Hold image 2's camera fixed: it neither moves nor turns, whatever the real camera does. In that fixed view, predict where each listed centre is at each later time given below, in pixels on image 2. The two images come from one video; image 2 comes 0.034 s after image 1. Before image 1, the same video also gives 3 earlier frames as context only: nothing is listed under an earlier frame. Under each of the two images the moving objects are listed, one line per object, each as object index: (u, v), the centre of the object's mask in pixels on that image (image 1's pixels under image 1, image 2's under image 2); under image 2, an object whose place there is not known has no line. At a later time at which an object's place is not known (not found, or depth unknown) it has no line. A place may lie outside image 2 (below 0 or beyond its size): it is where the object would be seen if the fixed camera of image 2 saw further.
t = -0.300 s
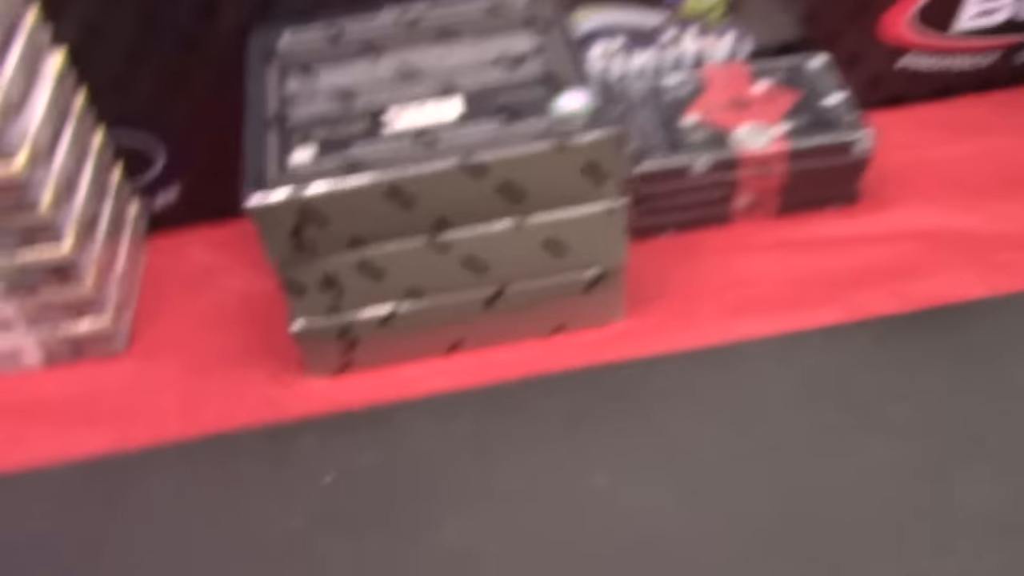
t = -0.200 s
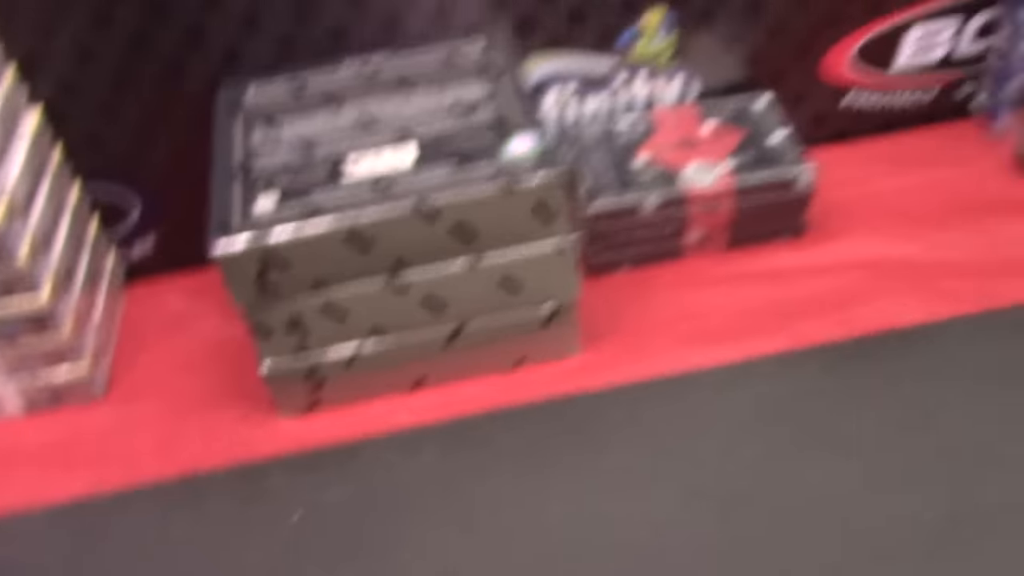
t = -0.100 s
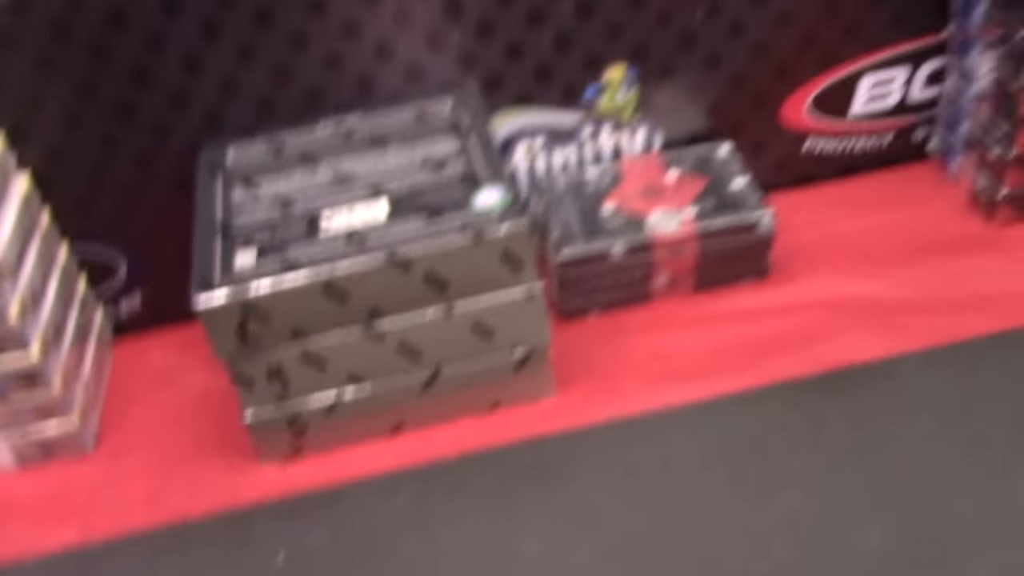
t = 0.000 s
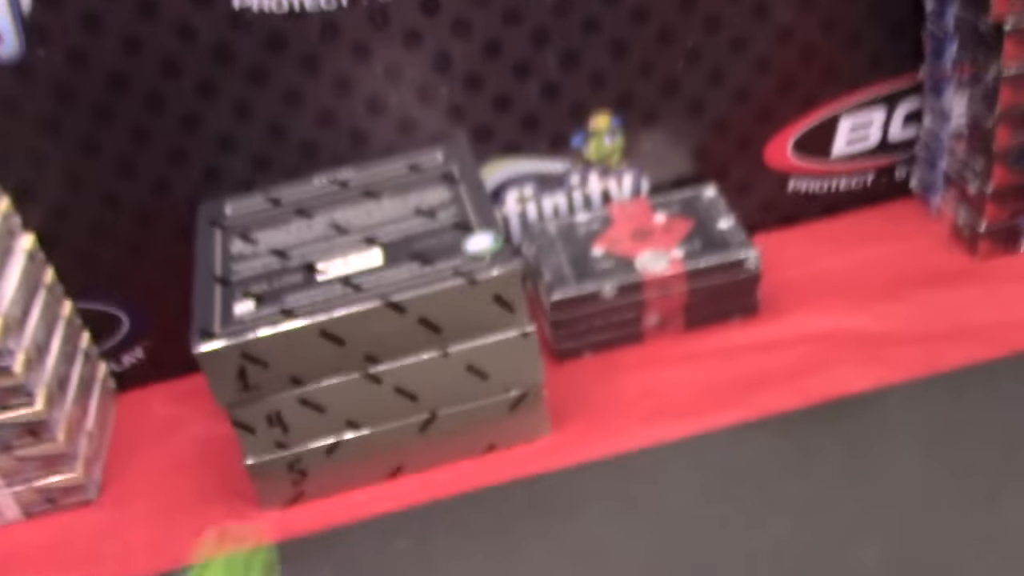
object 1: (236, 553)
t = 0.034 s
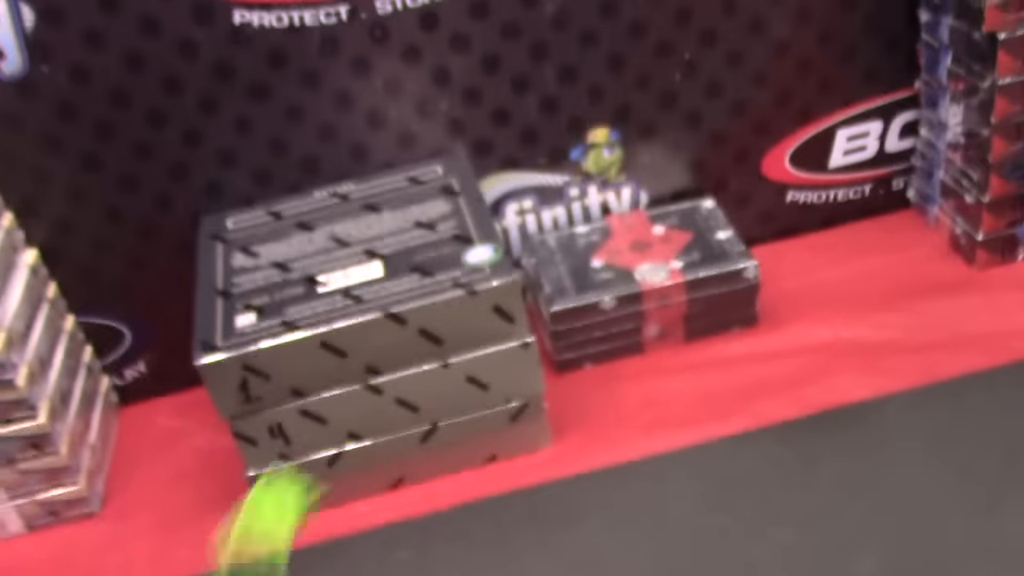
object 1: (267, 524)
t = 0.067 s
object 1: (311, 476)
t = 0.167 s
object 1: (406, 488)
